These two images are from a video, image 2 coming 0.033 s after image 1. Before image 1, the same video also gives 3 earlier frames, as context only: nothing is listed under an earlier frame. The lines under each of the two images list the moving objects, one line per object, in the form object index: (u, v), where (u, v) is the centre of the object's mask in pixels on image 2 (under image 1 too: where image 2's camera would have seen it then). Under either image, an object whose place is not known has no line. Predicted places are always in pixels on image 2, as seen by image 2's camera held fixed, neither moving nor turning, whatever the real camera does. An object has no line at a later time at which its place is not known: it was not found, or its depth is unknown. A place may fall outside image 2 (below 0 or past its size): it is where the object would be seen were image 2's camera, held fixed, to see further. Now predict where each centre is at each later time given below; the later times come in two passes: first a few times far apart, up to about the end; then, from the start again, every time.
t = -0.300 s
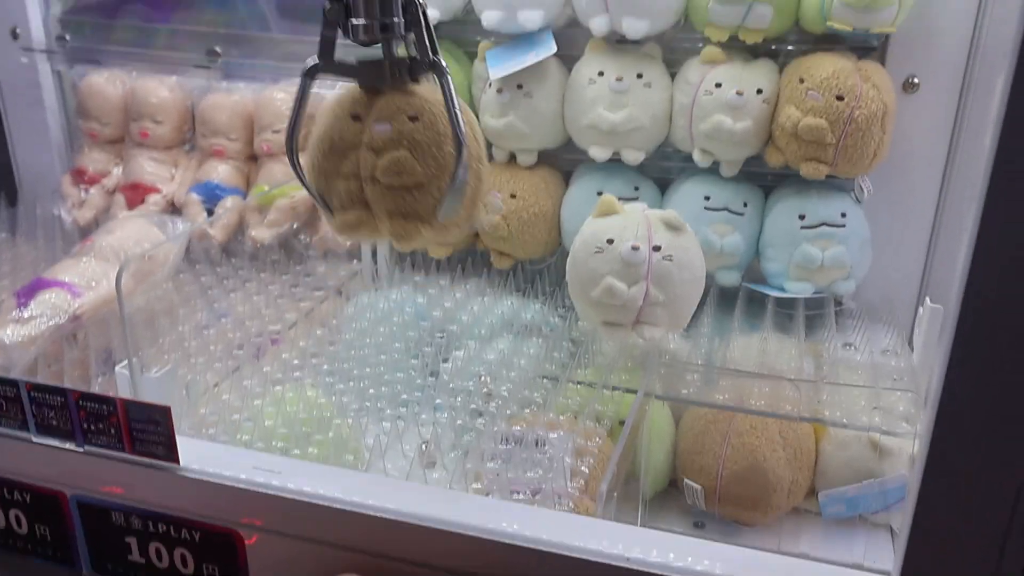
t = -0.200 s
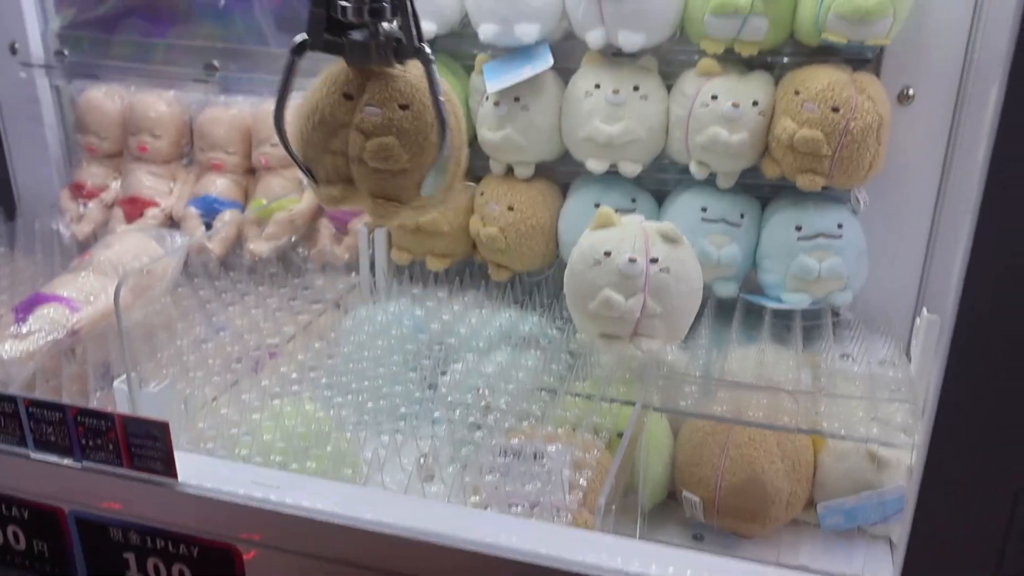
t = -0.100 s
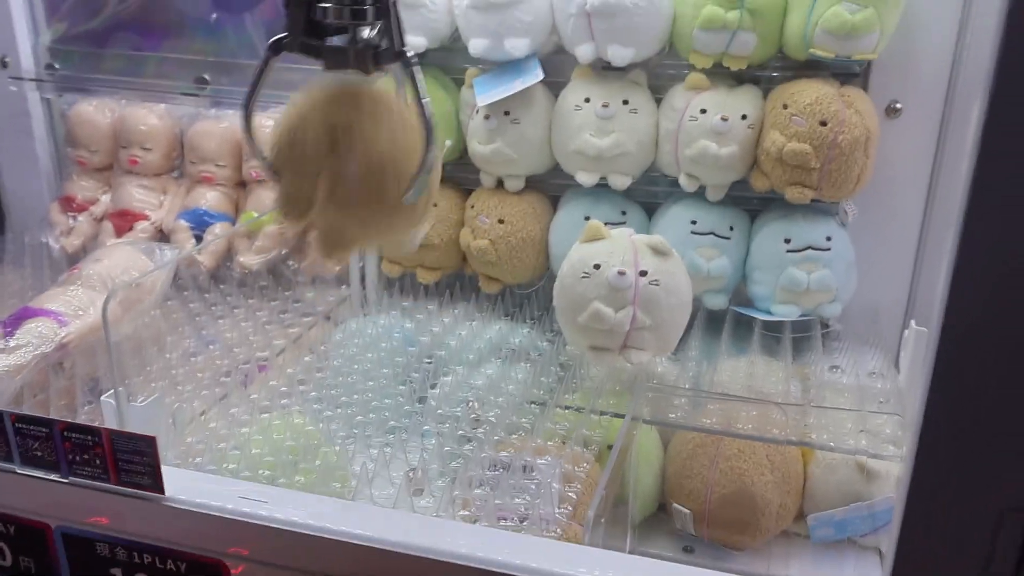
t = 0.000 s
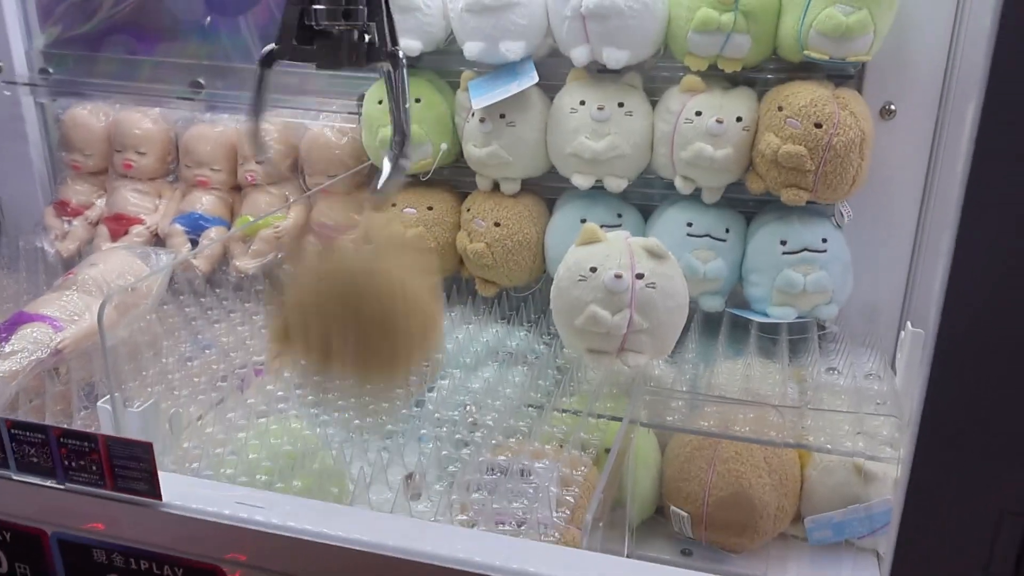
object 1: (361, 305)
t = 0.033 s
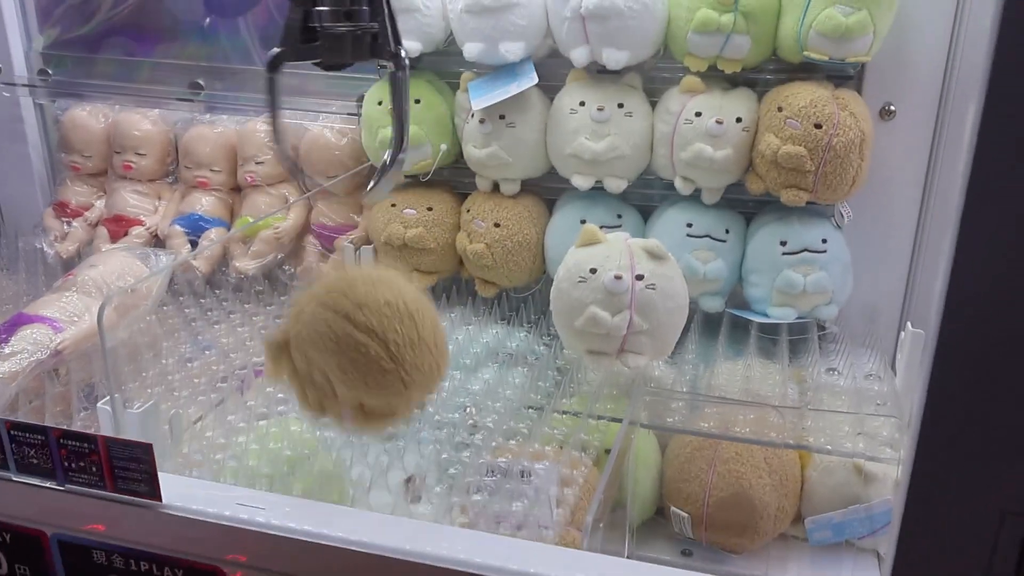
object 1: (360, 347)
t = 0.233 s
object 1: (319, 397)
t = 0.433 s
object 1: (260, 377)
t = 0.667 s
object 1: (280, 392)
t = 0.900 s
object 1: (281, 392)
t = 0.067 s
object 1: (356, 329)
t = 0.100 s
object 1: (354, 333)
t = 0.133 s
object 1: (352, 363)
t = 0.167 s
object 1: (342, 371)
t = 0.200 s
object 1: (334, 376)
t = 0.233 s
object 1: (319, 397)
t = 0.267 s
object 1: (297, 400)
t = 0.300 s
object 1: (281, 393)
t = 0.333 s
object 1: (269, 387)
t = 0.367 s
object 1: (265, 385)
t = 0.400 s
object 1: (262, 381)
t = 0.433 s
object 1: (260, 377)
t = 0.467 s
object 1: (260, 378)
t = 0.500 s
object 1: (262, 381)
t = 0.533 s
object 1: (263, 386)
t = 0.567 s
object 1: (267, 387)
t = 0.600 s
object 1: (273, 389)
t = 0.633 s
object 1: (277, 390)
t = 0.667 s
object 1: (280, 392)
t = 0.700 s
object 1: (281, 393)
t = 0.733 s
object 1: (281, 393)
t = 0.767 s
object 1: (281, 392)
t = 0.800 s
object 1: (280, 392)
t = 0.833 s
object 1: (280, 392)
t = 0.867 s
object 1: (281, 392)
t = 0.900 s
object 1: (281, 392)
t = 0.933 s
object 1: (280, 399)
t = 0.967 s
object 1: (281, 392)
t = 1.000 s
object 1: (280, 399)
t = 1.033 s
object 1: (280, 399)
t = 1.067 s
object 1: (280, 399)
